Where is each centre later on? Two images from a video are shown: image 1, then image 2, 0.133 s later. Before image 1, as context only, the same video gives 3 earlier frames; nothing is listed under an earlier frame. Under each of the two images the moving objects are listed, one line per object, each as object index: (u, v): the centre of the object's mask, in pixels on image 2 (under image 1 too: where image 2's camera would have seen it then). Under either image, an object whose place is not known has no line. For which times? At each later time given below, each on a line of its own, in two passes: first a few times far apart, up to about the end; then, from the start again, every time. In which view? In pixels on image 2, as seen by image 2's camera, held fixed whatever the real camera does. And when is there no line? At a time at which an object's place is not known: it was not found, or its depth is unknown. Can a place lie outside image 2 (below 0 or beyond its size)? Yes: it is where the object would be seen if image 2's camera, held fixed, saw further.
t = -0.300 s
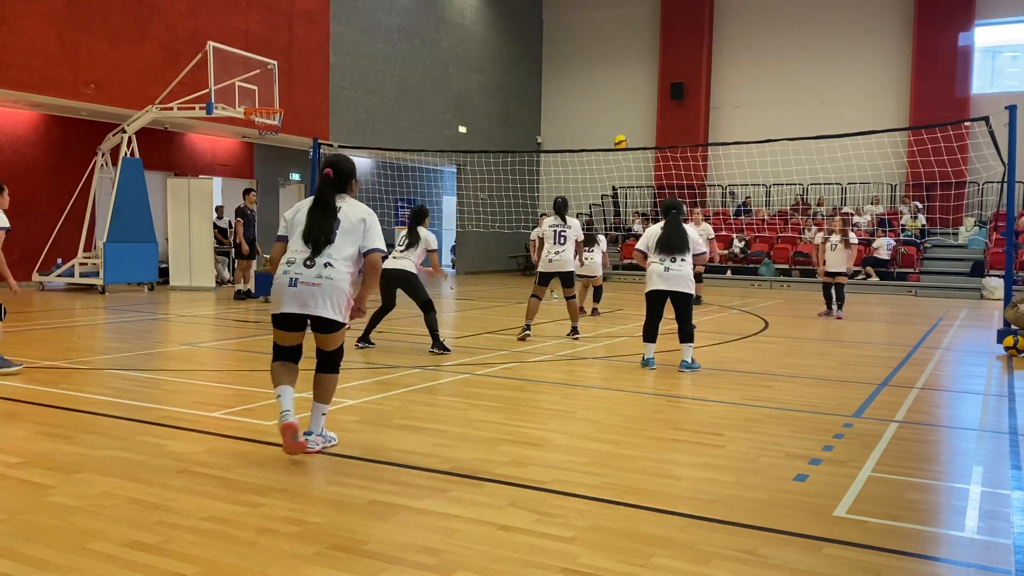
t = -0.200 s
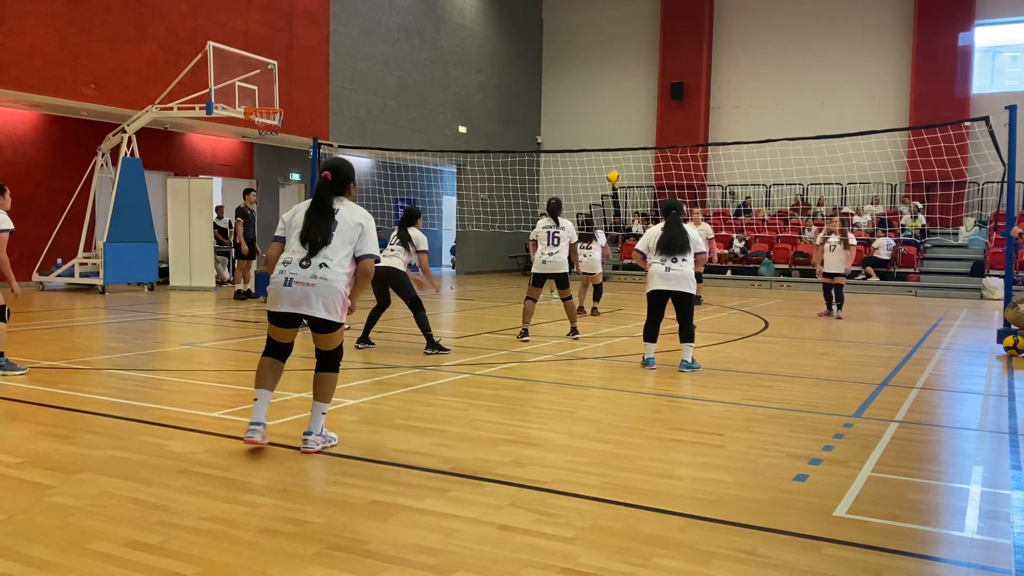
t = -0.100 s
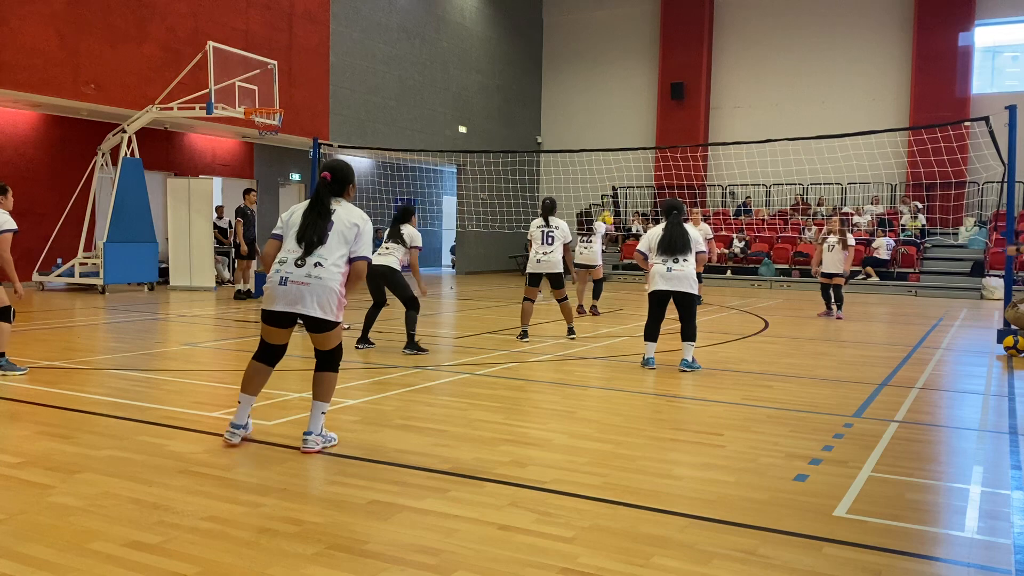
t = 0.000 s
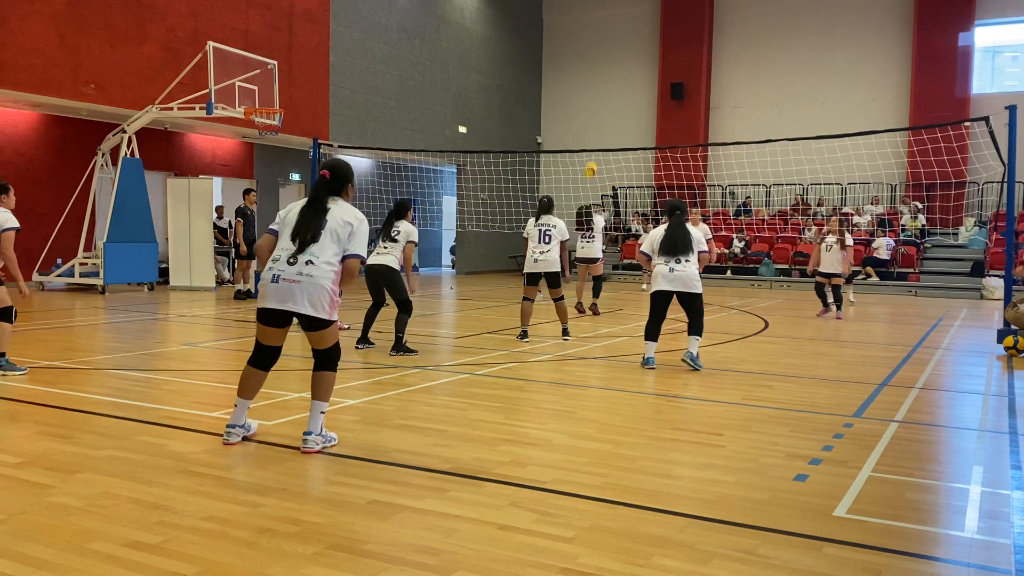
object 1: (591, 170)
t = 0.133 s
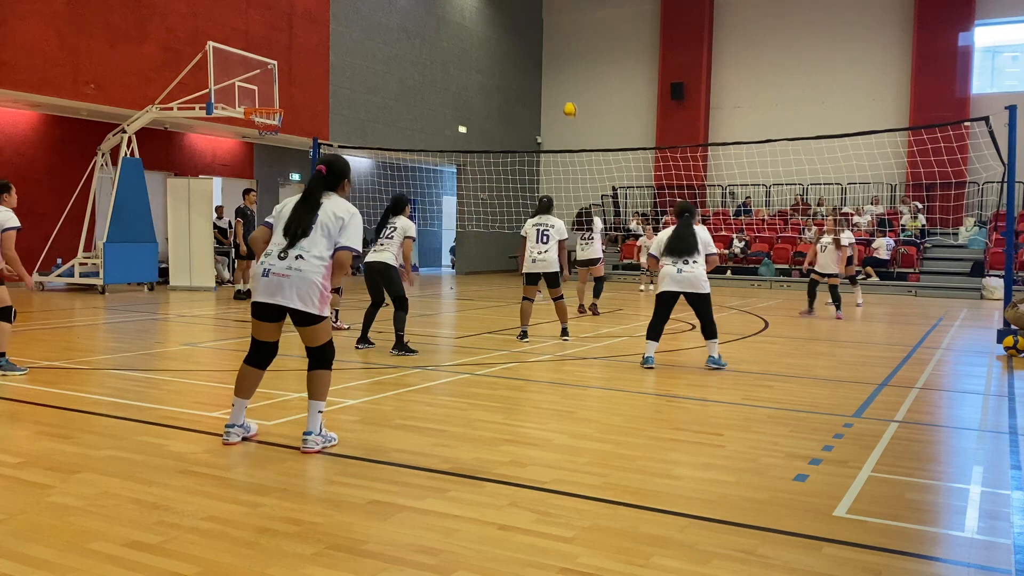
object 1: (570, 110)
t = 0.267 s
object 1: (550, 64)
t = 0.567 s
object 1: (506, 10)
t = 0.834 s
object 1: (467, 14)
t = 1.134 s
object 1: (428, 72)
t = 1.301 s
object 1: (407, 124)
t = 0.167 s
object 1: (565, 97)
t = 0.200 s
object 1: (560, 85)
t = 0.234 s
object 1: (555, 74)
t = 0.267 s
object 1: (550, 64)
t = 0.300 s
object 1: (545, 54)
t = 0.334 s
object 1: (540, 46)
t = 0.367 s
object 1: (535, 39)
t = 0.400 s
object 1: (530, 32)
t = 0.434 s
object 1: (525, 26)
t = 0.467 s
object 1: (520, 21)
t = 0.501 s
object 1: (515, 16)
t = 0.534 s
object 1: (510, 13)
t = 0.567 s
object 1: (506, 10)
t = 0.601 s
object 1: (501, 8)
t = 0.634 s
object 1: (496, 7)
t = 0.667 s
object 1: (491, 6)
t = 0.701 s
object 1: (486, 6)
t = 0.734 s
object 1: (481, 7)
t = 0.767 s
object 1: (477, 8)
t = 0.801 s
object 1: (472, 11)
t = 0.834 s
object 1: (467, 14)
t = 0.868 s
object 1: (463, 18)
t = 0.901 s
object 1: (458, 22)
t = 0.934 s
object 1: (454, 27)
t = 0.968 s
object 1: (449, 33)
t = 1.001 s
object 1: (444, 40)
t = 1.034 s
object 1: (440, 47)
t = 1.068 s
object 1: (436, 55)
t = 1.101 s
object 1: (432, 63)
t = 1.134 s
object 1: (428, 72)
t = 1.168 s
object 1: (424, 81)
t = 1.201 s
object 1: (419, 91)
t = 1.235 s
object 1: (415, 101)
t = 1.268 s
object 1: (411, 113)
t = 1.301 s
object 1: (407, 124)
